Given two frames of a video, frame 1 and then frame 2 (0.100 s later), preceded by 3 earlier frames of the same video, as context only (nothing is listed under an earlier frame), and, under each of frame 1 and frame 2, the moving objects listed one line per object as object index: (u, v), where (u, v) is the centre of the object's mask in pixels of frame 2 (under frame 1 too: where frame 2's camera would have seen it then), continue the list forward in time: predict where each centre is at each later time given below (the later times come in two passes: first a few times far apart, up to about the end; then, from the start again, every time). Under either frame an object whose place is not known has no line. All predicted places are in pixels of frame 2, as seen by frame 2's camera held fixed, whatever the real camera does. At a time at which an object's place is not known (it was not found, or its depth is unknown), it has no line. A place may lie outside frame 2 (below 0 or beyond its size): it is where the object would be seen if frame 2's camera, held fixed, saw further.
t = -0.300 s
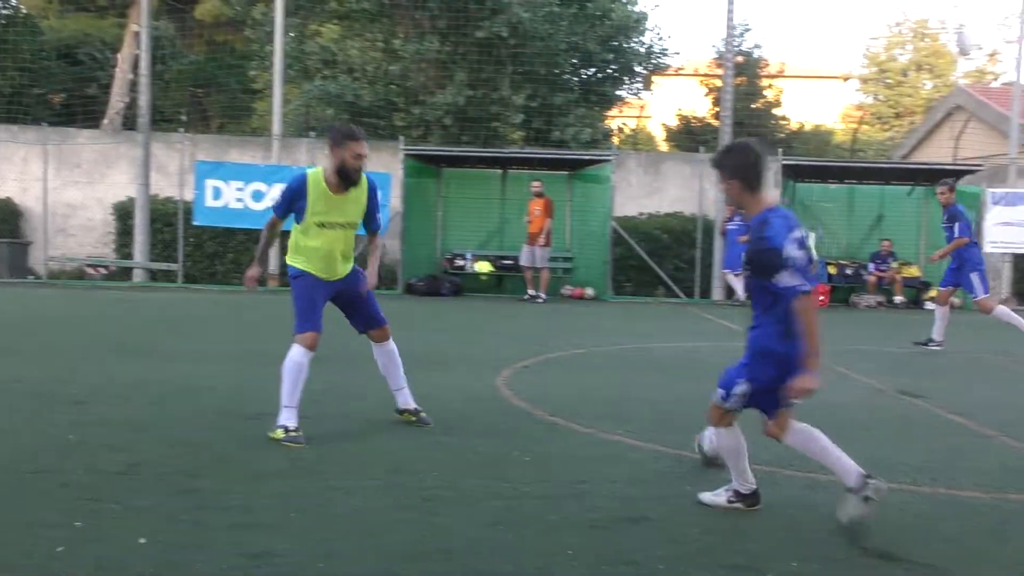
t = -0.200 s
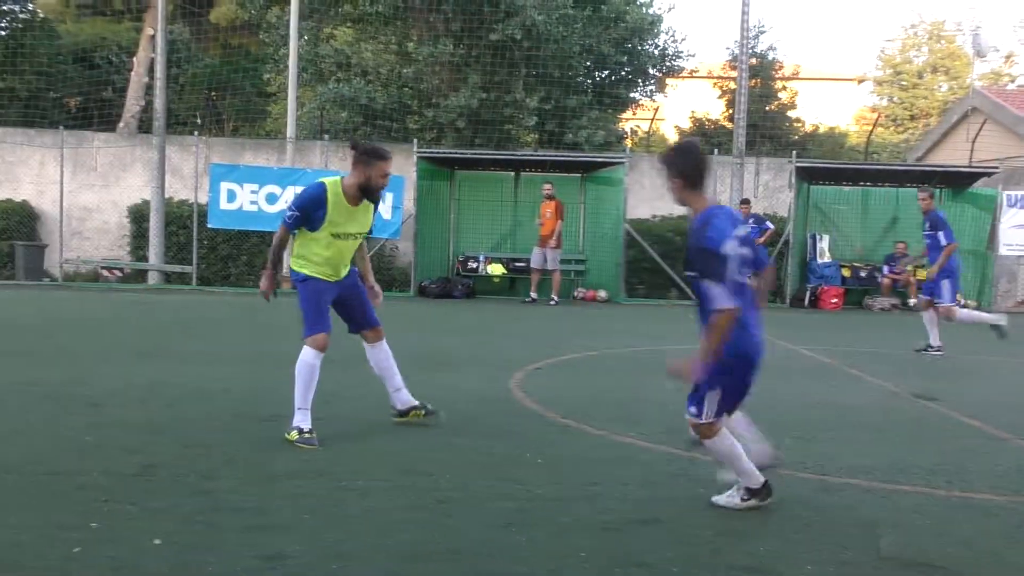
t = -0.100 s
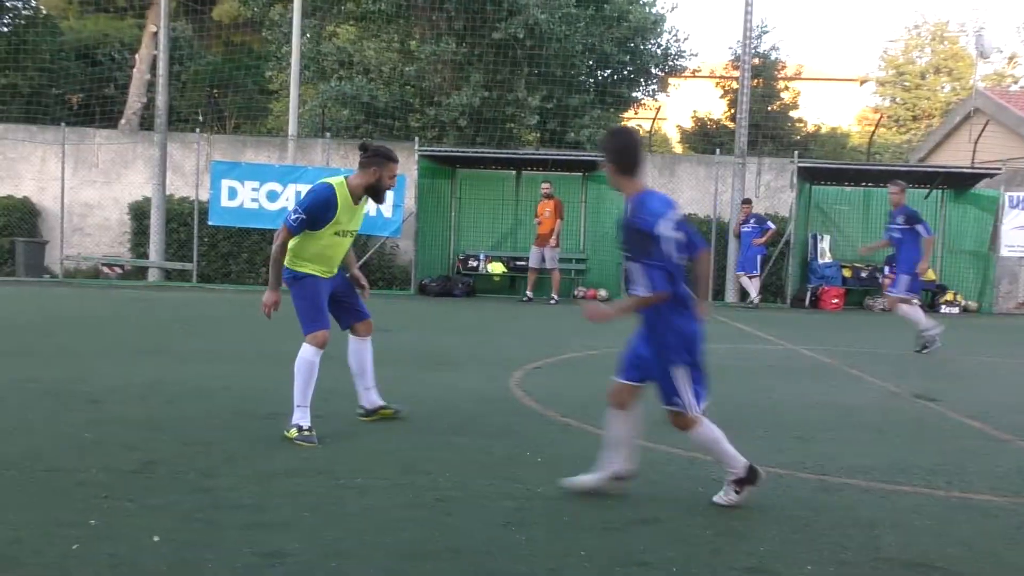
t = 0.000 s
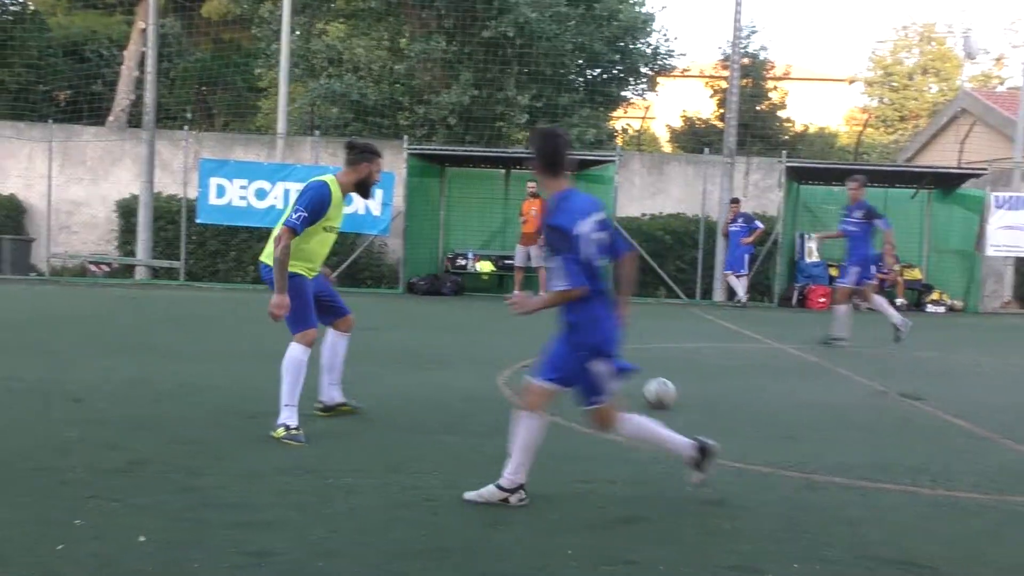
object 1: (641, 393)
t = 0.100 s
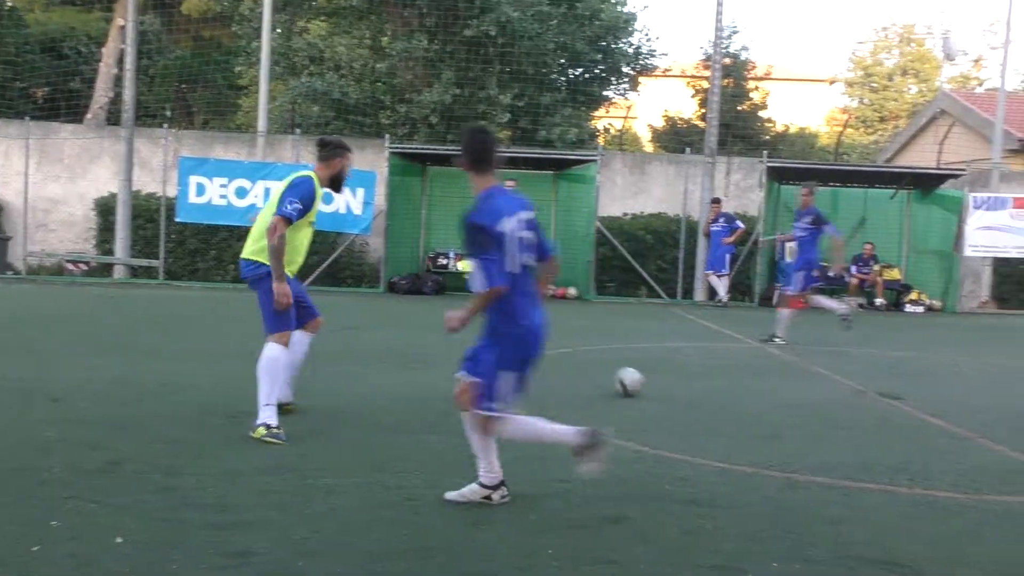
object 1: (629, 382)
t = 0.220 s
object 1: (614, 370)
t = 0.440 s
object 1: (595, 353)
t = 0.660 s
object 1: (581, 340)
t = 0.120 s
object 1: (625, 379)
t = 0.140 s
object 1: (623, 378)
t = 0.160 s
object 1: (621, 375)
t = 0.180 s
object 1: (620, 374)
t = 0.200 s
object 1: (617, 372)
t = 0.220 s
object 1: (614, 370)
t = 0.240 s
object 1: (612, 369)
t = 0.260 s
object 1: (611, 367)
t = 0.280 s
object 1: (609, 366)
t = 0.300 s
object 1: (607, 364)
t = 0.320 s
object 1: (605, 362)
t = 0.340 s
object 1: (604, 361)
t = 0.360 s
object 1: (602, 359)
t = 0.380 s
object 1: (601, 357)
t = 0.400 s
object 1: (600, 357)
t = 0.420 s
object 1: (597, 355)
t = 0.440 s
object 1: (595, 353)
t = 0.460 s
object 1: (594, 352)
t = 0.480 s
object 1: (593, 351)
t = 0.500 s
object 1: (591, 349)
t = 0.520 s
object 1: (590, 347)
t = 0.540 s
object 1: (588, 346)
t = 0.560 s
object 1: (587, 345)
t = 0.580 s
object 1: (585, 345)
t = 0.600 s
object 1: (584, 343)
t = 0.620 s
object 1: (583, 342)
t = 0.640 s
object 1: (582, 341)
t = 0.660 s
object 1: (581, 340)
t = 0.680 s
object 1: (579, 339)
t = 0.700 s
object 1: (578, 338)
